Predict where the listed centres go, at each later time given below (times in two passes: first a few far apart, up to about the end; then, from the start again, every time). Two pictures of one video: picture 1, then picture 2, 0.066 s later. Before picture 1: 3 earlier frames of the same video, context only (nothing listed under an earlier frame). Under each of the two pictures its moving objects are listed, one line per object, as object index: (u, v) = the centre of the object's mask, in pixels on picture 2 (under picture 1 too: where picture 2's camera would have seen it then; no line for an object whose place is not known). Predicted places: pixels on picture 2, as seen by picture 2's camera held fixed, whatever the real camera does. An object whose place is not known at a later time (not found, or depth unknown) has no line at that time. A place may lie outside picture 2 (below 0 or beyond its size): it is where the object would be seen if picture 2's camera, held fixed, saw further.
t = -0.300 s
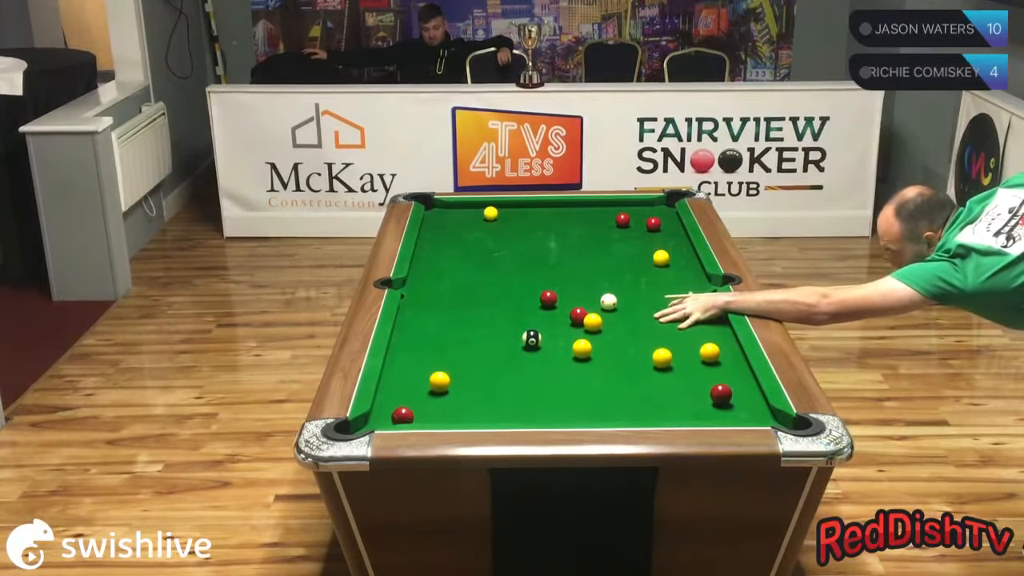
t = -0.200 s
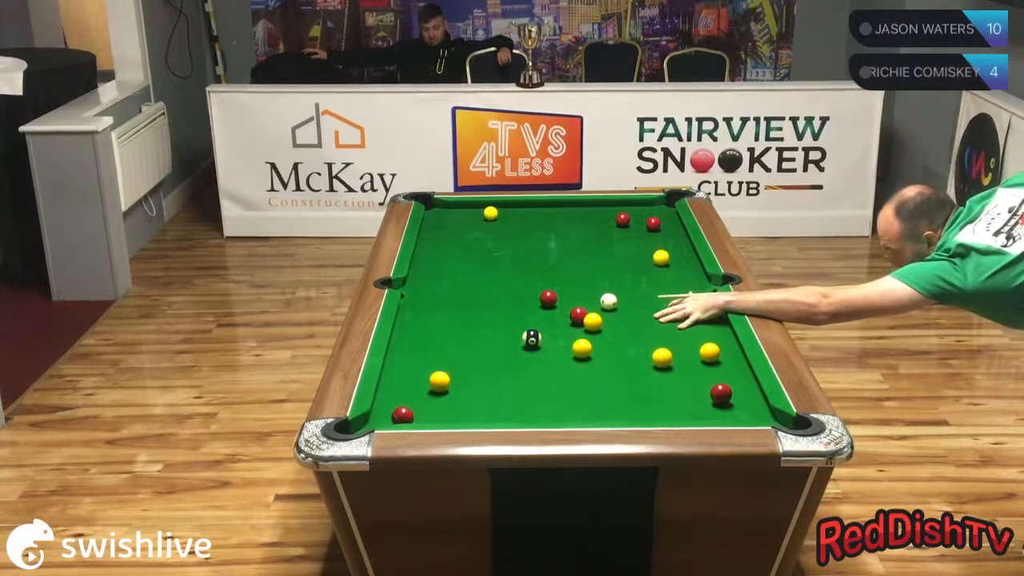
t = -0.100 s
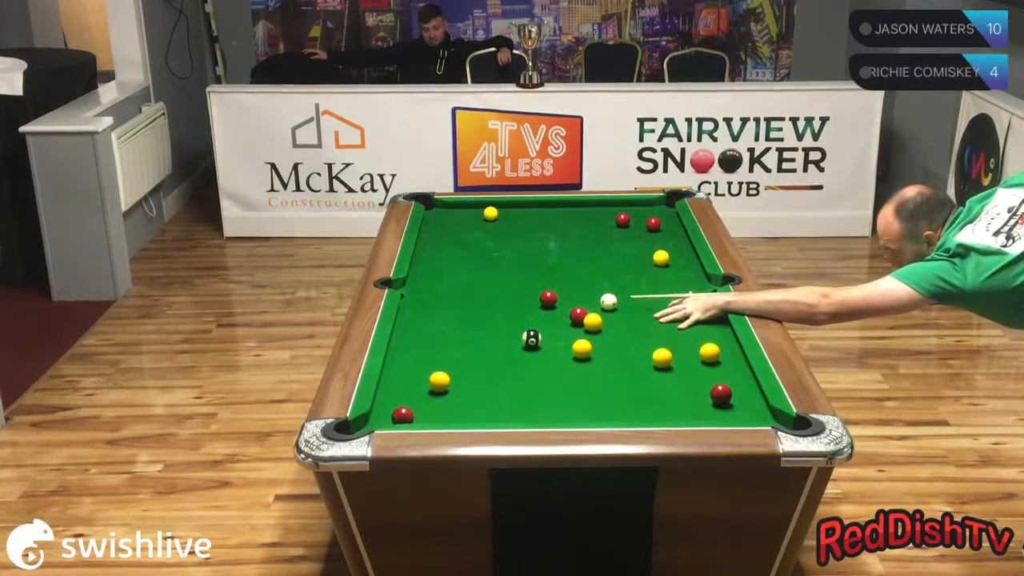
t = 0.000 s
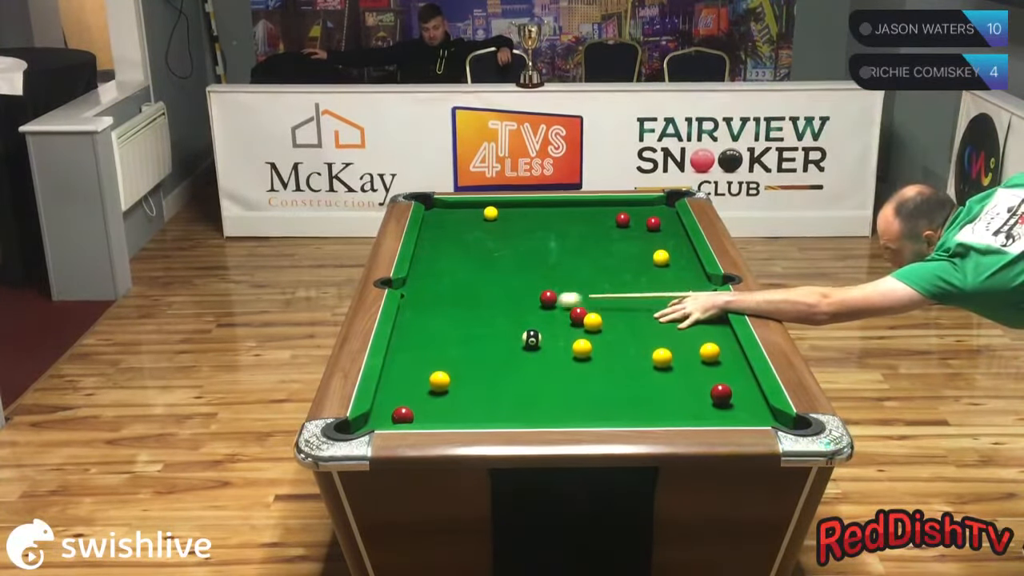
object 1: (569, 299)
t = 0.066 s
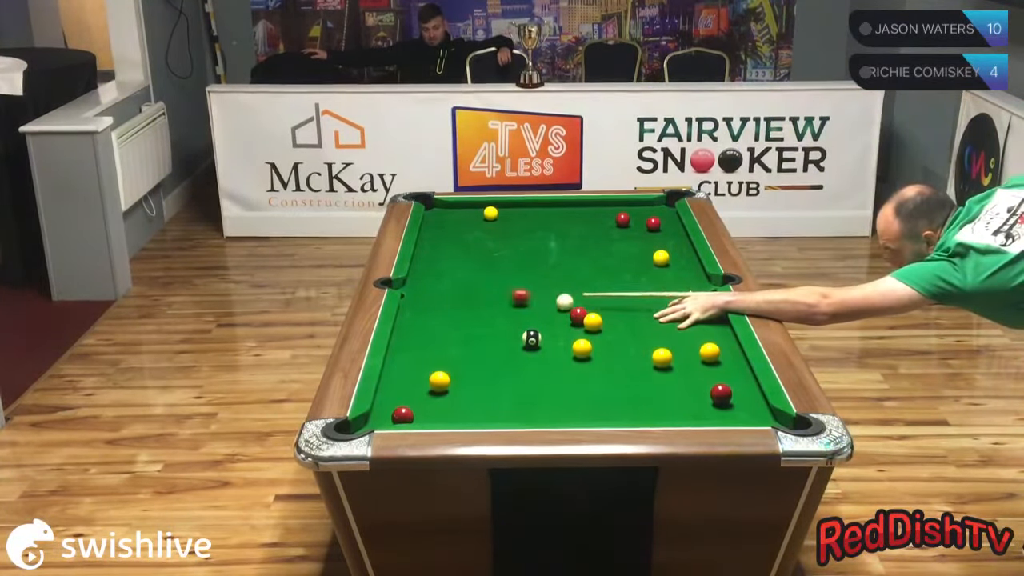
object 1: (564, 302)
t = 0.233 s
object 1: (546, 305)
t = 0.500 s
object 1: (513, 309)
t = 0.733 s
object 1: (485, 313)
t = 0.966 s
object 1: (459, 316)
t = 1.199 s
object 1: (434, 319)
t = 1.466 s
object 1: (408, 322)
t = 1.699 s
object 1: (412, 324)
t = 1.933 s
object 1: (426, 325)
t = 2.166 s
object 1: (437, 326)
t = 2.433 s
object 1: (448, 327)
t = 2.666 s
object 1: (456, 328)
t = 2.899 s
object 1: (463, 328)
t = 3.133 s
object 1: (467, 328)
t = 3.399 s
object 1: (470, 328)
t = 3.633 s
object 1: (472, 328)
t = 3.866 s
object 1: (471, 328)
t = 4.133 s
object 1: (471, 328)
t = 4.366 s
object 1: (471, 328)
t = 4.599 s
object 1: (471, 328)
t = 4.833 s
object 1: (471, 328)
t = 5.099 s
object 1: (471, 328)
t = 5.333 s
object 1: (471, 328)
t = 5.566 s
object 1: (471, 328)
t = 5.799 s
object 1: (471, 328)
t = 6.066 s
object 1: (471, 328)
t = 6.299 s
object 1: (471, 328)
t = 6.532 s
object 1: (471, 328)
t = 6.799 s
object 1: (471, 328)
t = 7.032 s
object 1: (471, 328)
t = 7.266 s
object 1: (471, 328)
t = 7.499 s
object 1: (471, 328)
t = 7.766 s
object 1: (471, 328)
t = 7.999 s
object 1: (471, 328)
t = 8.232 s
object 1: (471, 328)
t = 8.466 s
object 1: (471, 328)
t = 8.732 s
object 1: (471, 328)
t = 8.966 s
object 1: (471, 328)
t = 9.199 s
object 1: (471, 328)
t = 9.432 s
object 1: (471, 328)
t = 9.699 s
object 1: (471, 328)
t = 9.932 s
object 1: (471, 328)
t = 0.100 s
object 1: (562, 303)
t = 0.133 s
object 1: (559, 303)
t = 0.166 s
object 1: (555, 304)
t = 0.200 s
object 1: (551, 304)
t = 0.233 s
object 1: (546, 305)
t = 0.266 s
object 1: (542, 306)
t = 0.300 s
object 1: (538, 306)
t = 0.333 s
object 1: (534, 307)
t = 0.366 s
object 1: (529, 307)
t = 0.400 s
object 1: (525, 308)
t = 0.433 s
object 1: (521, 308)
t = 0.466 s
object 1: (517, 309)
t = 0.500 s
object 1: (513, 309)
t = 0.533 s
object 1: (509, 310)
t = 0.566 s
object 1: (505, 311)
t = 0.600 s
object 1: (501, 311)
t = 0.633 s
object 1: (497, 312)
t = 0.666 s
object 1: (493, 312)
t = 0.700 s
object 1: (489, 313)
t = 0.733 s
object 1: (485, 313)
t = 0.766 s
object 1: (482, 313)
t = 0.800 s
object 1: (478, 314)
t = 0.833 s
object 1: (474, 315)
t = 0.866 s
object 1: (470, 315)
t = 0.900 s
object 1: (466, 316)
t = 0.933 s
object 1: (463, 316)
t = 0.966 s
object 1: (459, 316)
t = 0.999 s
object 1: (455, 317)
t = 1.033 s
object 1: (452, 317)
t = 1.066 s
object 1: (448, 318)
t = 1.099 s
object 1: (444, 318)
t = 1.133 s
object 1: (441, 319)
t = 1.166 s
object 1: (438, 319)
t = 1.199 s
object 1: (434, 319)
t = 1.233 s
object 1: (431, 320)
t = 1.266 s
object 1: (427, 320)
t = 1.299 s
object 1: (424, 320)
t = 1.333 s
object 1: (421, 321)
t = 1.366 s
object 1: (418, 321)
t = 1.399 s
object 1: (415, 321)
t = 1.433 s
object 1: (411, 322)
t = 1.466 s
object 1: (408, 322)
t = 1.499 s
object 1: (405, 323)
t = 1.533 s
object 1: (402, 323)
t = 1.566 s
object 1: (404, 323)
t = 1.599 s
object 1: (406, 323)
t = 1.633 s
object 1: (408, 323)
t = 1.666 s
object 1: (410, 324)
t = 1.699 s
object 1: (412, 324)
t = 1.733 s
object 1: (414, 324)
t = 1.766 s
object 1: (416, 324)
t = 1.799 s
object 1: (418, 324)
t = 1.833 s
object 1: (420, 324)
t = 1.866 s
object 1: (422, 324)
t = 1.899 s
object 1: (424, 325)
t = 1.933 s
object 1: (426, 325)
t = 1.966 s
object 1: (427, 325)
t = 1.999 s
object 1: (429, 325)
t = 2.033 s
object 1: (431, 325)
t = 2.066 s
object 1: (433, 326)
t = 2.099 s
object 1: (434, 326)
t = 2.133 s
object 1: (435, 326)
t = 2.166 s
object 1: (437, 326)
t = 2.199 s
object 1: (438, 326)
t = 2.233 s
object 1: (440, 326)
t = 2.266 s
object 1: (441, 326)
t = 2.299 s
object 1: (443, 326)
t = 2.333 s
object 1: (444, 327)
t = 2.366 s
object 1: (445, 327)
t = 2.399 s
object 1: (447, 327)
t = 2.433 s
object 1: (448, 327)
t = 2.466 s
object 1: (449, 327)
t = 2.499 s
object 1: (450, 327)
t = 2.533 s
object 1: (452, 327)
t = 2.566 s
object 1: (453, 327)
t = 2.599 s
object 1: (454, 327)
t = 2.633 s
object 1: (455, 327)
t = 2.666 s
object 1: (456, 328)
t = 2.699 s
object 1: (457, 328)
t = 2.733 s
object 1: (458, 328)
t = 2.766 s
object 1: (459, 328)
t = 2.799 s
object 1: (460, 328)
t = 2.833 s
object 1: (461, 328)
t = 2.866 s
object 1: (462, 328)
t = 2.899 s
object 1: (463, 328)
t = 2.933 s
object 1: (463, 328)
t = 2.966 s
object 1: (464, 328)
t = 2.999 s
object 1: (465, 328)
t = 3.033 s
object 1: (465, 328)
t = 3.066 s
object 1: (466, 328)
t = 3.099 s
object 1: (466, 328)
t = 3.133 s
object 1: (467, 328)
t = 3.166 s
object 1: (468, 328)
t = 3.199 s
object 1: (468, 328)
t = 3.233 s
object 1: (469, 328)
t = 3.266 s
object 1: (469, 328)
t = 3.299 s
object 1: (469, 328)
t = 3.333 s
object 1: (470, 328)
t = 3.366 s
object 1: (470, 328)
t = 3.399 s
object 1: (470, 328)
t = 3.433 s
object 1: (471, 328)
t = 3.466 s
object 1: (471, 328)
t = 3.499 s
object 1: (471, 328)
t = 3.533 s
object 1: (471, 328)
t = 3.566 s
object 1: (472, 328)
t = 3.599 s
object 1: (472, 328)
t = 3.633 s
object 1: (472, 328)
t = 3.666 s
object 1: (472, 328)
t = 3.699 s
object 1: (472, 328)
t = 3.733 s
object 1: (472, 328)
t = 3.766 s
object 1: (471, 328)
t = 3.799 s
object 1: (471, 328)
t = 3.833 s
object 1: (471, 328)
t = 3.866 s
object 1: (471, 328)
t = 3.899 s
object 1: (471, 328)
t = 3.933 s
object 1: (471, 328)
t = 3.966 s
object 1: (471, 328)
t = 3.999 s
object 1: (471, 328)
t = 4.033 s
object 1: (471, 328)
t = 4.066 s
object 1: (471, 328)
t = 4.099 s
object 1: (471, 328)
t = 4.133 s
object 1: (471, 328)
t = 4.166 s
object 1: (471, 328)
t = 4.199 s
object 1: (471, 328)
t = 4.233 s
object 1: (471, 328)
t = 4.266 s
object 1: (471, 328)
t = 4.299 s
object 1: (471, 328)
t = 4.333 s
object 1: (471, 328)
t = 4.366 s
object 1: (471, 328)
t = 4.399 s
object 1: (471, 328)
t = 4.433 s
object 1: (471, 328)
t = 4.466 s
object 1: (471, 328)
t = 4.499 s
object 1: (471, 328)
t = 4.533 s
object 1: (471, 328)
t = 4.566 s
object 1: (471, 328)
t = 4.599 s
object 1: (471, 328)
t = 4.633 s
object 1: (471, 328)
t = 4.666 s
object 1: (471, 328)
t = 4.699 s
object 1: (471, 328)
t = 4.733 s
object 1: (471, 328)
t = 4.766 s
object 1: (471, 328)
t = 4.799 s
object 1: (471, 328)
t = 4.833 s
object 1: (471, 328)
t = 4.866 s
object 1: (471, 328)
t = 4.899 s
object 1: (471, 328)
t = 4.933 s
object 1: (471, 328)
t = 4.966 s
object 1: (471, 328)
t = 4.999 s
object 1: (471, 328)
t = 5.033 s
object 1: (471, 328)
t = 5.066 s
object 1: (471, 328)
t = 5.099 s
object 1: (471, 328)
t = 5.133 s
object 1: (471, 328)
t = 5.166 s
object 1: (471, 328)
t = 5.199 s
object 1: (471, 328)
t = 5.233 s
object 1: (471, 328)
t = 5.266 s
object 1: (471, 328)
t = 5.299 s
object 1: (471, 328)
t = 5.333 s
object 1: (471, 328)
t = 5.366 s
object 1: (471, 328)
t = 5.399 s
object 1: (471, 328)
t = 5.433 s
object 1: (471, 328)
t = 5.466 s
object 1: (471, 328)
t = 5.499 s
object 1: (471, 328)
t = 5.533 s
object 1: (471, 328)
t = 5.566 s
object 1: (471, 328)
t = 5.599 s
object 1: (471, 328)
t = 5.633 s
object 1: (471, 328)
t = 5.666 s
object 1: (471, 328)
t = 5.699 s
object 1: (471, 328)
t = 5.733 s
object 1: (471, 328)
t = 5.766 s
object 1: (471, 328)
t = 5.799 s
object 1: (471, 328)
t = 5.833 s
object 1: (471, 328)
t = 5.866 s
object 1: (471, 328)
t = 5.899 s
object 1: (471, 328)
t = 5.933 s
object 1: (471, 328)
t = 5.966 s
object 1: (471, 328)
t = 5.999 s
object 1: (471, 328)
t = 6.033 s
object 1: (471, 328)
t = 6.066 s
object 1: (471, 328)
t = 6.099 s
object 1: (471, 328)
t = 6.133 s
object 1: (471, 328)
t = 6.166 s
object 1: (471, 328)
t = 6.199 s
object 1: (471, 328)
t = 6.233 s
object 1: (471, 328)
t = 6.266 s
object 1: (471, 328)
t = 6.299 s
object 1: (471, 328)
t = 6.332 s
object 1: (471, 328)
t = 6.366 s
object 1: (471, 328)
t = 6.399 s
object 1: (471, 328)
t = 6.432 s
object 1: (471, 328)
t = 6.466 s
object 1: (471, 328)
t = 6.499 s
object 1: (471, 328)
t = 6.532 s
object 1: (471, 328)
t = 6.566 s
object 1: (471, 328)
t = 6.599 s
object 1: (471, 328)
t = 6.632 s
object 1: (471, 328)
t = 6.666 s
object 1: (471, 328)
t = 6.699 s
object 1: (471, 328)
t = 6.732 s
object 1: (471, 327)
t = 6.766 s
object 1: (471, 327)
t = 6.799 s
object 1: (471, 328)
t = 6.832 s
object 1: (471, 328)
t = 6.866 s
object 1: (471, 328)
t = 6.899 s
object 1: (471, 328)
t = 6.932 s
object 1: (471, 328)
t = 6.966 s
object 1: (471, 328)
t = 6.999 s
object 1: (471, 328)
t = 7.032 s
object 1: (471, 328)
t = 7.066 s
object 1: (471, 328)
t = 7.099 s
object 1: (471, 328)
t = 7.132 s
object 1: (471, 328)
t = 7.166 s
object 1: (471, 328)
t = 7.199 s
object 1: (471, 328)
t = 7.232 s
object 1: (471, 328)
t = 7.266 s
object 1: (471, 328)
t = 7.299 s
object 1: (471, 328)
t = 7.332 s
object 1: (471, 328)
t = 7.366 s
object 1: (471, 328)
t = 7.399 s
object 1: (471, 328)
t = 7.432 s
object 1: (471, 328)
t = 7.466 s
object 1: (471, 328)
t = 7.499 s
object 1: (471, 328)
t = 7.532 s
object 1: (471, 328)
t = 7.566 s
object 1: (471, 328)
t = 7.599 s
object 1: (471, 328)
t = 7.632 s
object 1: (471, 328)
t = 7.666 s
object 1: (471, 328)
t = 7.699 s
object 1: (471, 328)
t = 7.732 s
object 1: (471, 328)
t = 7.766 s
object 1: (471, 328)
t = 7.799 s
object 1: (471, 328)
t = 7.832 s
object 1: (471, 328)
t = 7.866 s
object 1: (471, 328)
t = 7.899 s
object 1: (471, 328)
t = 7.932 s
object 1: (471, 328)
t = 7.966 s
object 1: (471, 328)
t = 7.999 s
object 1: (471, 328)
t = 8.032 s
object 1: (471, 328)
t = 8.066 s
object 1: (471, 328)
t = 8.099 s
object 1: (471, 328)
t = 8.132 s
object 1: (471, 328)
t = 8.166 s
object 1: (471, 328)
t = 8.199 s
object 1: (471, 328)
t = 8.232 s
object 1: (471, 328)
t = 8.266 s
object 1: (471, 328)
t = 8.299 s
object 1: (471, 328)
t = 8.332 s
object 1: (471, 328)
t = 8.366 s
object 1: (471, 328)
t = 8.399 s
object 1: (471, 328)
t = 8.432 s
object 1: (471, 328)
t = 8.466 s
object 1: (471, 328)
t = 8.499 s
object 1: (471, 328)
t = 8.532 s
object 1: (471, 328)
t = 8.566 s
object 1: (471, 328)
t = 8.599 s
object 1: (471, 328)
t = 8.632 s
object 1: (471, 328)
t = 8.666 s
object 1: (471, 328)
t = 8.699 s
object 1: (471, 328)
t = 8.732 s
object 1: (471, 328)
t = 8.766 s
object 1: (471, 328)
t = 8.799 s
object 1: (471, 328)
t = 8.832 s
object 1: (471, 328)
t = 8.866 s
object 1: (471, 328)
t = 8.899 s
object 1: (471, 328)
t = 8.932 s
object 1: (471, 328)
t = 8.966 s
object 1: (471, 328)
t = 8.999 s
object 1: (471, 328)
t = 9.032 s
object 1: (471, 328)
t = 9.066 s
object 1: (471, 328)
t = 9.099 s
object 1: (471, 328)
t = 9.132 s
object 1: (471, 328)
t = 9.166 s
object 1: (471, 328)
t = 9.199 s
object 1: (471, 328)
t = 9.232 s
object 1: (471, 328)
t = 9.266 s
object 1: (471, 328)
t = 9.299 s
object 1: (471, 328)
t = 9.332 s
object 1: (471, 328)
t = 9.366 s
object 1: (471, 328)
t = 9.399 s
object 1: (471, 328)
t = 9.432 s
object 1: (471, 328)
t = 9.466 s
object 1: (471, 328)
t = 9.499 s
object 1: (471, 328)
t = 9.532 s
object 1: (471, 328)
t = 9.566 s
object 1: (471, 328)
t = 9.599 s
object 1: (471, 328)
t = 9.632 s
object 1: (471, 328)
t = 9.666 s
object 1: (471, 328)
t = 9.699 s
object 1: (471, 328)
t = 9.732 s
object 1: (471, 328)
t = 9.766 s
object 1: (471, 328)
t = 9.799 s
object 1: (471, 328)
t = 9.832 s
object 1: (471, 328)
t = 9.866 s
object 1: (471, 328)
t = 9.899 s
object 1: (471, 328)
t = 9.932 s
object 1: (471, 328)
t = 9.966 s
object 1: (471, 328)
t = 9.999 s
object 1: (471, 328)
